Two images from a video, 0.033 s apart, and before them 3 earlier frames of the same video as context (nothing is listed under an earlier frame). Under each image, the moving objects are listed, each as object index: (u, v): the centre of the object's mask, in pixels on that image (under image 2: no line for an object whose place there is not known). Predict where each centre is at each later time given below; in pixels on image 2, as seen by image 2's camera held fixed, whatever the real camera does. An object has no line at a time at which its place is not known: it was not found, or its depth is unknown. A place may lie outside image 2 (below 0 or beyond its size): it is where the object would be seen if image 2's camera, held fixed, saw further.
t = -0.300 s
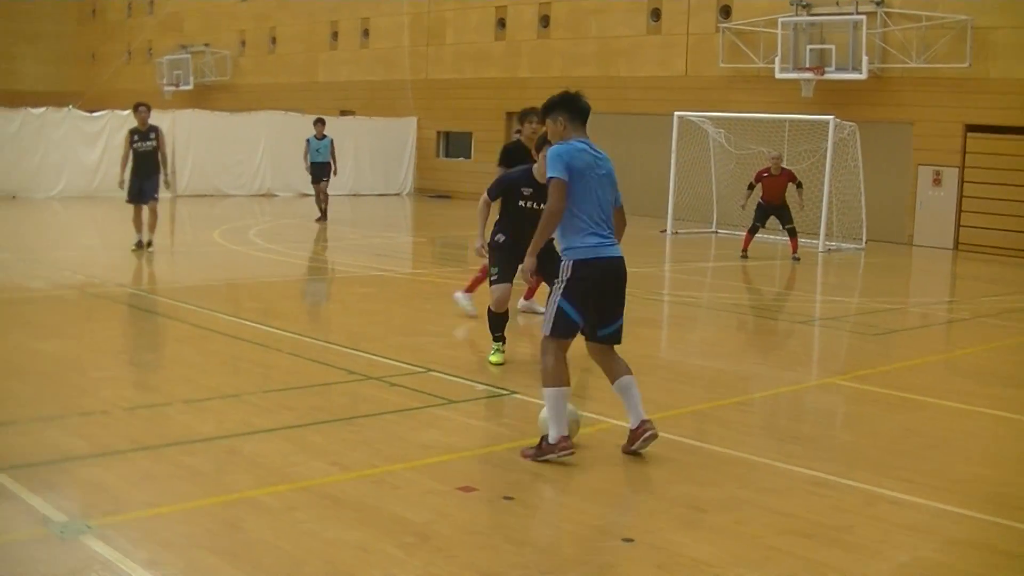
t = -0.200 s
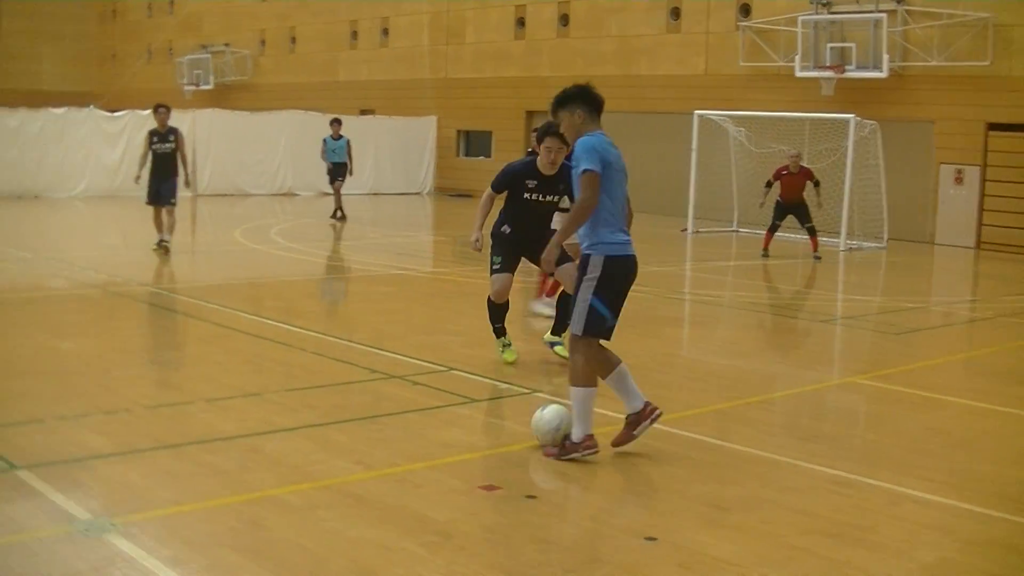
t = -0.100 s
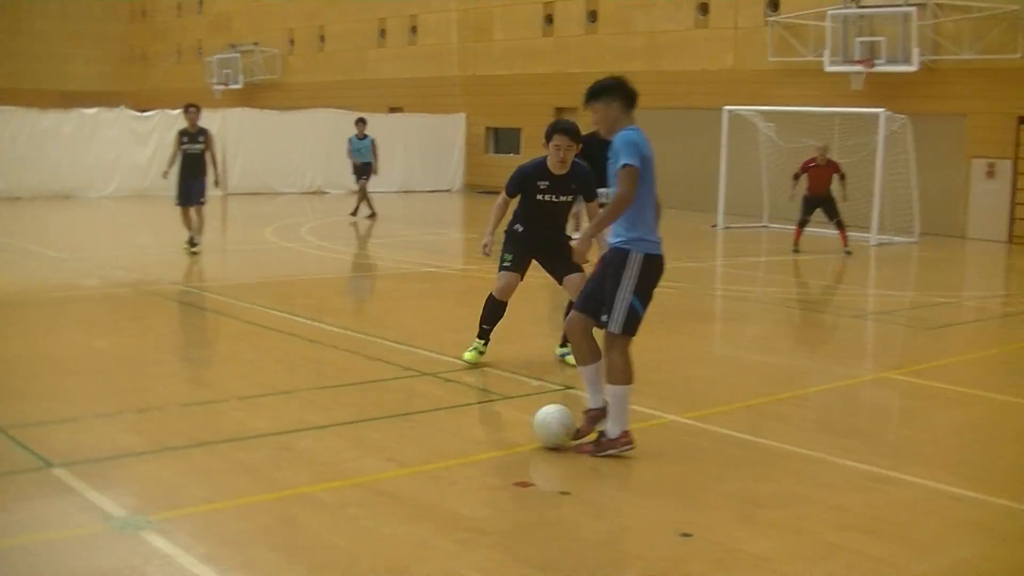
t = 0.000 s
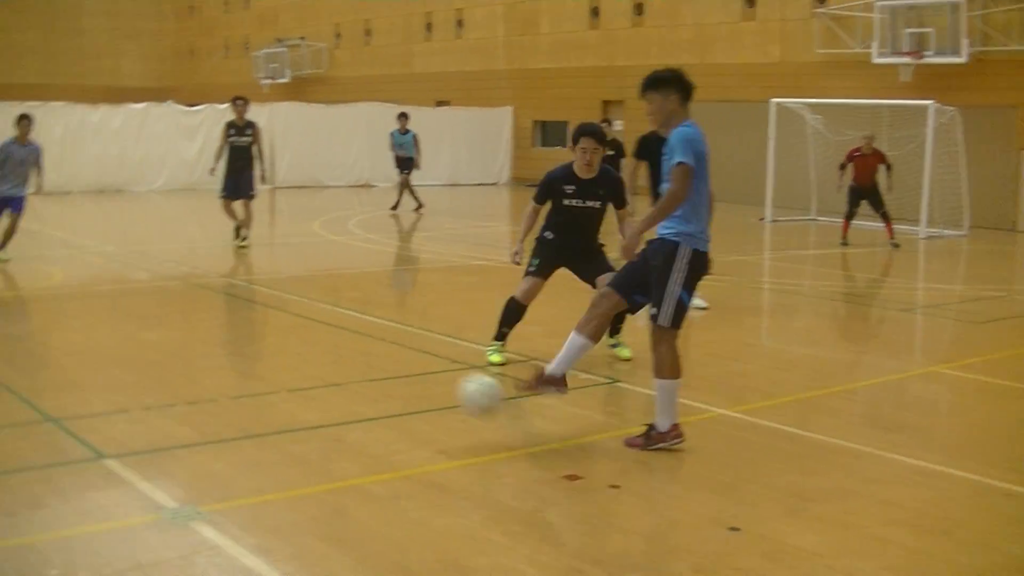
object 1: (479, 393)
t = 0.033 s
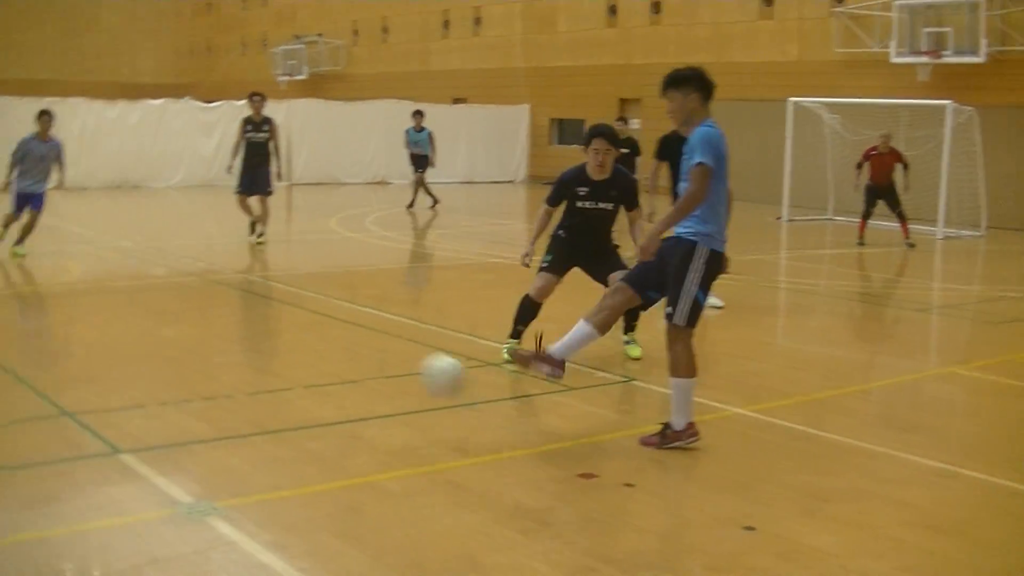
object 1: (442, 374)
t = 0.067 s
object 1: (388, 361)
